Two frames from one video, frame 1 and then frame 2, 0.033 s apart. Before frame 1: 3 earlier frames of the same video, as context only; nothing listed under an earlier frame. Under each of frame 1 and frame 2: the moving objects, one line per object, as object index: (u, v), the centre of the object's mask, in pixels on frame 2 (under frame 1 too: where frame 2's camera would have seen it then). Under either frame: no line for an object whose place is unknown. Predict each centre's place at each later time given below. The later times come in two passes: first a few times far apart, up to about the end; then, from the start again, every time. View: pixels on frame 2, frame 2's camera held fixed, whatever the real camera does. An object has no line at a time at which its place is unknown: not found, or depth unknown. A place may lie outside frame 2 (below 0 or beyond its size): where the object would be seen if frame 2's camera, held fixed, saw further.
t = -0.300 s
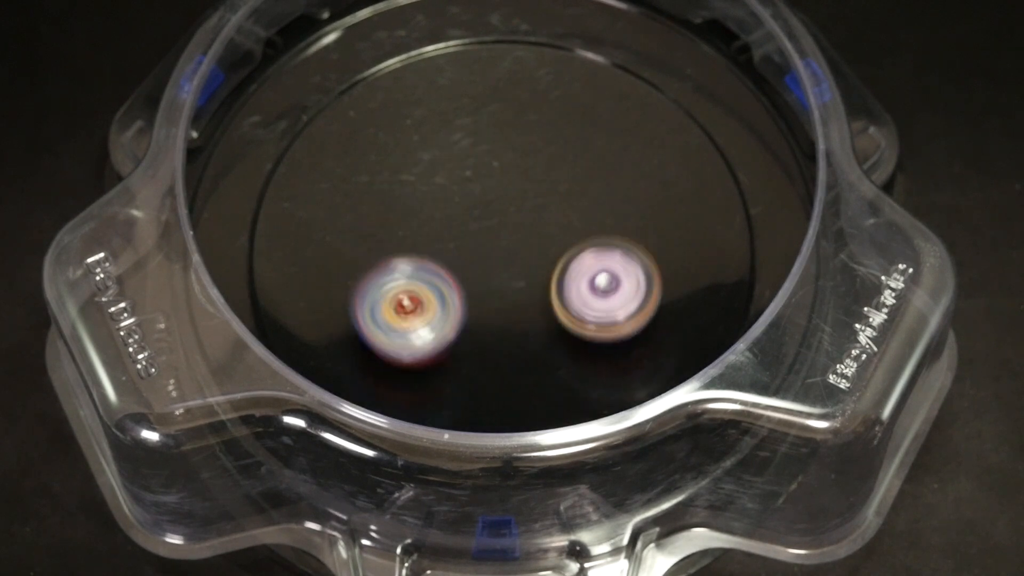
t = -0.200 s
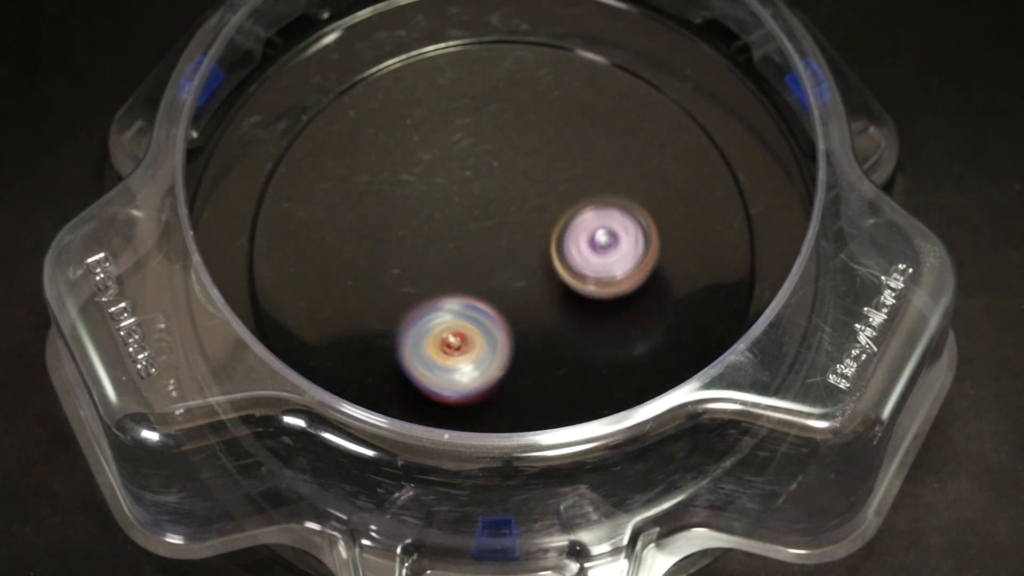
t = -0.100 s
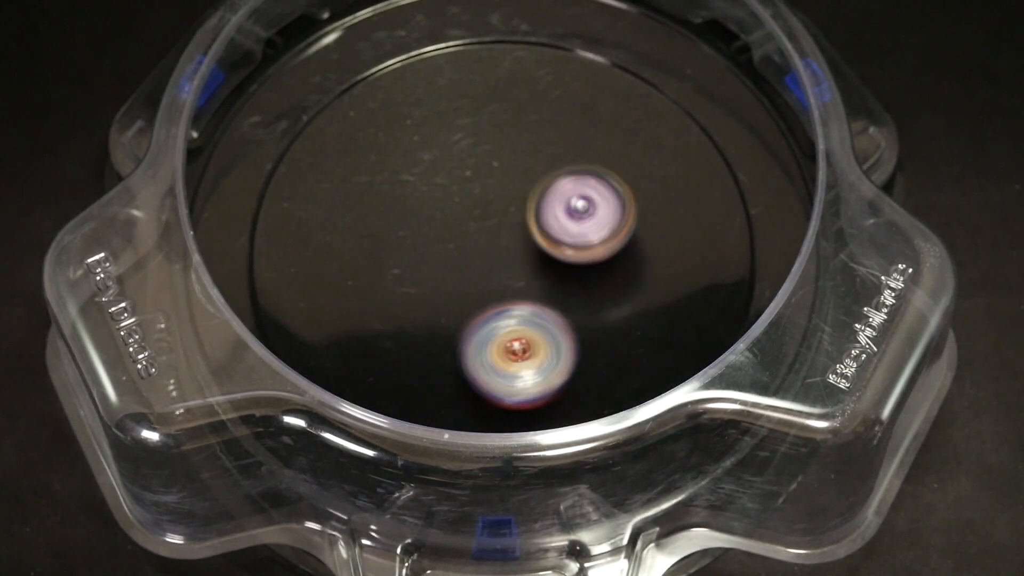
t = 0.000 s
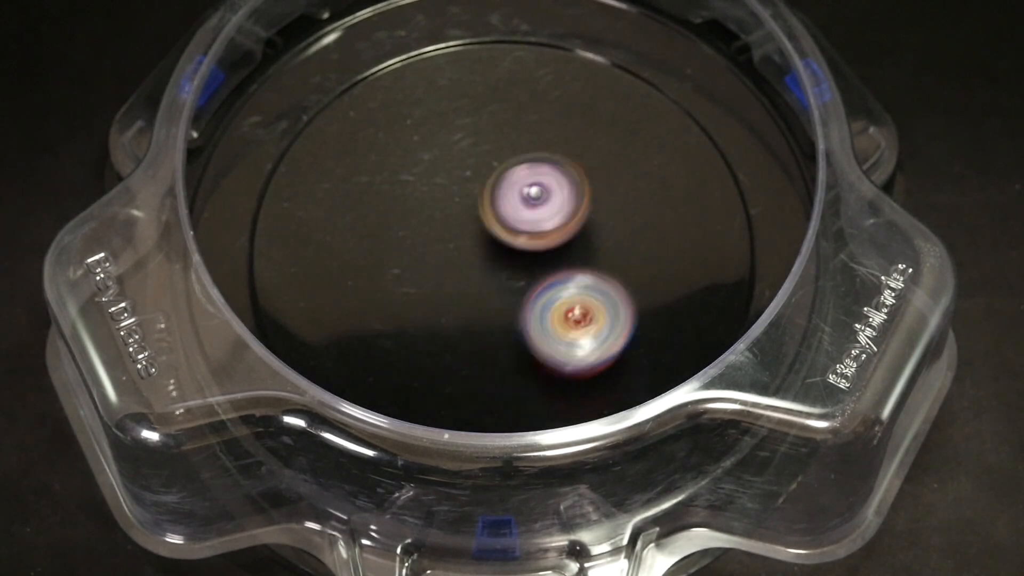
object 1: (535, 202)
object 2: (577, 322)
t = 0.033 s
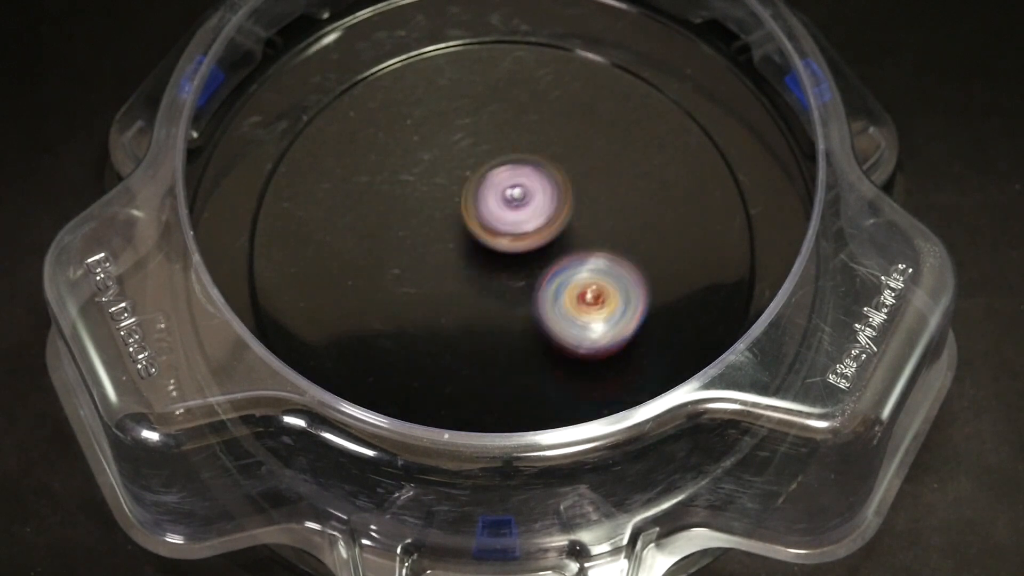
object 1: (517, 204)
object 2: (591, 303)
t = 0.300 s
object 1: (411, 288)
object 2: (546, 154)
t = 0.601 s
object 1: (510, 336)
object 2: (388, 193)
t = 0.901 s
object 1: (578, 224)
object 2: (475, 322)
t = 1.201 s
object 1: (414, 165)
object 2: (611, 221)
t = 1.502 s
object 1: (413, 298)
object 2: (503, 141)
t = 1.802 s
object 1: (610, 283)
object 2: (429, 257)
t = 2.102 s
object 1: (568, 130)
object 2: (559, 319)
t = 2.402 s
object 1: (380, 191)
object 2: (606, 216)
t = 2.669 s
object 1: (493, 370)
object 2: (467, 190)
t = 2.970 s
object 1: (692, 246)
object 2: (425, 295)
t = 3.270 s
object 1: (511, 100)
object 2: (554, 313)
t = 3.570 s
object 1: (337, 272)
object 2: (553, 178)
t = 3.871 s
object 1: (549, 393)
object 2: (420, 182)
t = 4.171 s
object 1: (641, 179)
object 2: (465, 307)
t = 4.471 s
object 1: (403, 111)
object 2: (609, 258)
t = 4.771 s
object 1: (341, 315)
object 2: (555, 160)
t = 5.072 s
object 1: (609, 337)
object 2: (430, 229)
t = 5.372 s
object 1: (607, 136)
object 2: (510, 337)
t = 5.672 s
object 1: (400, 166)
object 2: (609, 253)
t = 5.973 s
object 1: (473, 357)
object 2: (485, 173)
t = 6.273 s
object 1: (633, 263)
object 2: (403, 261)
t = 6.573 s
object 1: (479, 170)
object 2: (531, 313)
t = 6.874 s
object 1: (408, 299)
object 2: (588, 198)
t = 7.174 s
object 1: (558, 316)
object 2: (468, 163)
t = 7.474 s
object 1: (570, 200)
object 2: (449, 286)
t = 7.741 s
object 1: (478, 194)
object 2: (567, 311)
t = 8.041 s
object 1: (468, 279)
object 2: (589, 205)
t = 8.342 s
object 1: (560, 286)
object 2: (454, 196)
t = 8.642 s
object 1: (558, 212)
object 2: (437, 300)
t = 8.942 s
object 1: (457, 230)
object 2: (565, 289)
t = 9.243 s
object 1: (475, 299)
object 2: (559, 184)
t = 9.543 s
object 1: (559, 265)
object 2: (445, 193)
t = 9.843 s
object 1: (516, 192)
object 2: (471, 299)
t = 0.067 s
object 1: (497, 208)
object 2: (601, 282)
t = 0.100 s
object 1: (478, 216)
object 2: (605, 260)
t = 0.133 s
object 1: (459, 225)
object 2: (605, 238)
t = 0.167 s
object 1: (443, 237)
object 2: (600, 216)
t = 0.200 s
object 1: (430, 249)
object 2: (592, 197)
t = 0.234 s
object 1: (420, 263)
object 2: (580, 179)
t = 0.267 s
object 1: (413, 275)
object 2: (564, 165)
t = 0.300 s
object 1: (411, 288)
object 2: (546, 154)
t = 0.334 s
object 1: (412, 299)
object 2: (527, 146)
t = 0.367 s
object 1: (415, 310)
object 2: (505, 142)
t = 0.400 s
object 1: (422, 318)
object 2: (483, 140)
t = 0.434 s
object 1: (432, 325)
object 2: (462, 142)
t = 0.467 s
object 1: (444, 329)
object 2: (443, 147)
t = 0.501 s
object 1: (459, 334)
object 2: (425, 155)
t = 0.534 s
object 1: (474, 336)
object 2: (409, 166)
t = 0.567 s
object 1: (492, 337)
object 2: (397, 178)
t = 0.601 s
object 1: (510, 336)
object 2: (388, 193)
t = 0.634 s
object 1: (529, 332)
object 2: (383, 210)
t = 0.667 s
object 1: (547, 325)
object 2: (381, 227)
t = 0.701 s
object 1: (562, 316)
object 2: (383, 245)
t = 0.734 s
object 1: (574, 304)
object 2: (390, 263)
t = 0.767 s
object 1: (583, 290)
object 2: (401, 280)
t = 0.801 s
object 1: (588, 275)
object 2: (416, 295)
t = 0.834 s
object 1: (588, 259)
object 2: (433, 308)
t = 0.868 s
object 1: (585, 242)
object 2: (454, 318)
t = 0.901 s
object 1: (578, 224)
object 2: (475, 322)
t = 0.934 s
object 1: (566, 208)
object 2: (499, 323)
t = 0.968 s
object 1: (550, 192)
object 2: (521, 320)
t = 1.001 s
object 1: (533, 179)
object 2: (543, 313)
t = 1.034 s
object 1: (513, 169)
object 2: (562, 303)
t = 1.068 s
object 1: (491, 162)
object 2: (579, 289)
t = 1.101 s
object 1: (470, 158)
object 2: (593, 274)
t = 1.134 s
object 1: (450, 157)
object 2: (602, 257)
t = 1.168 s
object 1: (430, 160)
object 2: (608, 239)
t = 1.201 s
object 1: (414, 165)
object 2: (611, 221)
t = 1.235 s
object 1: (401, 173)
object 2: (609, 205)
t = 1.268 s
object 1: (391, 182)
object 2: (603, 190)
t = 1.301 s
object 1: (385, 195)
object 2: (594, 176)
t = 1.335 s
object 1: (382, 209)
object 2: (583, 165)
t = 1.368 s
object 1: (382, 224)
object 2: (569, 155)
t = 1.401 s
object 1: (385, 241)
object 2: (554, 148)
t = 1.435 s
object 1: (392, 260)
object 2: (537, 144)
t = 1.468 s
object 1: (401, 280)
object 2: (520, 141)
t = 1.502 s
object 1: (413, 298)
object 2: (503, 141)
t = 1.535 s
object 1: (430, 313)
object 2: (486, 144)
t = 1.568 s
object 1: (450, 326)
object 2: (469, 150)
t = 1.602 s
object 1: (474, 333)
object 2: (454, 159)
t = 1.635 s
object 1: (498, 336)
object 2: (441, 171)
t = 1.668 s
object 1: (523, 334)
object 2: (432, 187)
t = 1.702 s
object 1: (548, 327)
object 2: (425, 204)
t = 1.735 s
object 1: (572, 316)
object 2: (423, 221)
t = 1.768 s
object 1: (594, 301)
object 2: (424, 239)
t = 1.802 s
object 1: (610, 283)
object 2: (429, 257)
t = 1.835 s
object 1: (624, 262)
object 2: (438, 274)
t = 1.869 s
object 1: (632, 241)
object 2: (448, 290)
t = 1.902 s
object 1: (635, 219)
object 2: (462, 303)
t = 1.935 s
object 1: (633, 199)
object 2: (477, 313)
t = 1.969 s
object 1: (627, 180)
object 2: (493, 320)
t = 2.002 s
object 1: (617, 164)
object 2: (510, 324)
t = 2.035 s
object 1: (603, 150)
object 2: (527, 325)
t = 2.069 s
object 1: (586, 139)
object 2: (543, 323)
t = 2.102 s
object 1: (568, 130)
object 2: (559, 319)
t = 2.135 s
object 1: (548, 124)
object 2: (573, 313)
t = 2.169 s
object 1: (525, 120)
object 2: (585, 305)
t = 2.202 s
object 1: (501, 118)
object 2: (596, 295)
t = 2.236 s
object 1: (477, 120)
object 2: (604, 283)
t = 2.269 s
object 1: (452, 126)
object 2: (611, 271)
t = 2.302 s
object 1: (427, 136)
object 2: (615, 258)
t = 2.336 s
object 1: (407, 151)
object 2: (615, 244)
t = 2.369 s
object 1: (391, 169)
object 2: (613, 230)
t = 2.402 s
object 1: (380, 191)
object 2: (606, 216)
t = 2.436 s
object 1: (374, 216)
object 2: (595, 203)
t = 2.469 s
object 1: (373, 242)
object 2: (581, 193)
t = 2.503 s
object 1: (379, 270)
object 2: (564, 186)
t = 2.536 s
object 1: (392, 297)
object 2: (546, 181)
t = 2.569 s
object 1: (410, 322)
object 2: (526, 179)
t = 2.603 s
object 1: (434, 343)
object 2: (506, 180)
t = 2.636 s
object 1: (462, 360)
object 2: (485, 184)
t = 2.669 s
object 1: (493, 370)
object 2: (467, 190)
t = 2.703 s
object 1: (525, 376)
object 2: (451, 198)
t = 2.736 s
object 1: (557, 374)
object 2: (437, 208)
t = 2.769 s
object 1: (588, 368)
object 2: (427, 219)
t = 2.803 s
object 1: (616, 357)
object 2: (419, 231)
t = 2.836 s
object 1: (642, 341)
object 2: (415, 244)
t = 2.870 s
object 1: (662, 320)
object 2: (414, 258)
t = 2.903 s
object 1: (677, 297)
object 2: (415, 271)
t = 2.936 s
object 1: (687, 272)
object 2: (419, 283)
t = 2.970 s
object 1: (692, 246)
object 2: (425, 295)
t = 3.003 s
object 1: (691, 218)
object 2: (433, 306)
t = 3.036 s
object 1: (683, 192)
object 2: (444, 316)
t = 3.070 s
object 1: (670, 168)
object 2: (457, 324)
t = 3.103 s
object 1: (652, 148)
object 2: (471, 329)
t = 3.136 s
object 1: (630, 131)
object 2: (486, 332)
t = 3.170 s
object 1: (604, 116)
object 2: (503, 333)
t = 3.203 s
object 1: (576, 105)
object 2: (521, 329)
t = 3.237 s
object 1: (545, 99)
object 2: (538, 323)
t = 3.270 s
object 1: (511, 100)
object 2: (554, 313)
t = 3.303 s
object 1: (478, 103)
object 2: (567, 301)
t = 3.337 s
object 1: (447, 112)
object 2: (577, 286)
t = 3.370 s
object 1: (418, 124)
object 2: (583, 270)
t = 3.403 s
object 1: (393, 142)
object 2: (586, 252)
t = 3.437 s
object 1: (371, 163)
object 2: (586, 235)
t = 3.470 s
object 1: (355, 187)
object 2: (582, 218)
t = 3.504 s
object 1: (343, 214)
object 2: (574, 203)
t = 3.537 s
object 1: (338, 242)
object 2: (565, 189)
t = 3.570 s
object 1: (337, 272)
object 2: (553, 178)
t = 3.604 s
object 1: (342, 300)
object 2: (539, 169)
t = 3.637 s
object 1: (353, 328)
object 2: (523, 162)
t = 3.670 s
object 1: (370, 352)
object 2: (507, 158)
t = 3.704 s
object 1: (393, 371)
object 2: (491, 156)
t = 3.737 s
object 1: (421, 386)
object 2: (474, 157)
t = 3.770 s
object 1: (451, 394)
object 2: (459, 159)
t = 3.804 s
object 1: (483, 398)
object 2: (444, 165)
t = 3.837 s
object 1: (516, 398)
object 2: (431, 172)
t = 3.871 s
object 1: (549, 393)
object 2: (420, 182)
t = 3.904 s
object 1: (579, 383)
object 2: (412, 193)
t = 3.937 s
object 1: (607, 369)
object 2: (406, 207)
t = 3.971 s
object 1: (632, 349)
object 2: (405, 222)
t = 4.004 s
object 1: (649, 324)
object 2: (406, 237)
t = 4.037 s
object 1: (661, 295)
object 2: (410, 254)
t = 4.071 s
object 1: (665, 264)
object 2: (419, 270)
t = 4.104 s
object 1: (663, 235)
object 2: (431, 285)
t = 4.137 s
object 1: (656, 205)
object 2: (447, 298)
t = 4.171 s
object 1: (641, 179)
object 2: (465, 307)
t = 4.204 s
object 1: (624, 155)
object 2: (484, 313)
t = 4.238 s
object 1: (602, 134)
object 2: (504, 315)
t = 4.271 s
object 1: (576, 117)
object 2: (524, 314)
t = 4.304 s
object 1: (549, 106)
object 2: (543, 310)
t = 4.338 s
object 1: (519, 98)
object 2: (561, 304)
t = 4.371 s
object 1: (489, 96)
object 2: (577, 294)
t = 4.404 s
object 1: (460, 98)
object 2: (590, 284)
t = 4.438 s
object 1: (430, 102)
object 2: (601, 272)
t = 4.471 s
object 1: (403, 111)
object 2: (609, 258)
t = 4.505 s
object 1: (379, 125)
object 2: (614, 245)
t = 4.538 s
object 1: (359, 140)
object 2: (616, 231)
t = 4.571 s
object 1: (341, 160)
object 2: (615, 217)
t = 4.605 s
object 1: (328, 184)
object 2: (611, 204)
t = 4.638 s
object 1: (319, 207)
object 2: (605, 192)
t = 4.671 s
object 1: (315, 235)
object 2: (596, 182)
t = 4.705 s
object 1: (318, 262)
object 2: (584, 173)
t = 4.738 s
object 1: (326, 290)
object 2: (570, 165)
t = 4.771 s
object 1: (341, 315)
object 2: (555, 160)
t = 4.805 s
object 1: (361, 339)
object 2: (539, 157)
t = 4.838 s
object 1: (388, 359)
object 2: (521, 157)
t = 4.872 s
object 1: (419, 372)
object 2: (503, 159)
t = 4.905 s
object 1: (454, 380)
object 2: (486, 165)
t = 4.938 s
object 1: (487, 382)
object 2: (470, 174)
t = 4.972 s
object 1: (522, 380)
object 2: (456, 185)
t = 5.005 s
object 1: (554, 371)
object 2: (444, 198)
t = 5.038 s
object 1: (583, 357)
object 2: (435, 214)
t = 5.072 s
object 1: (609, 337)
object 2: (430, 229)
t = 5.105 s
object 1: (630, 316)
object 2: (428, 246)
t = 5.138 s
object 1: (644, 292)
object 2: (429, 263)
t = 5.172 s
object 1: (655, 267)
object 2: (434, 279)
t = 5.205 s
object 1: (658, 241)
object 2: (440, 293)
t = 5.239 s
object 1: (658, 215)
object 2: (451, 307)
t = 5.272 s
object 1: (651, 193)
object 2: (463, 318)
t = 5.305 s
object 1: (641, 171)
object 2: (477, 327)
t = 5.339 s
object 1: (625, 152)
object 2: (493, 333)
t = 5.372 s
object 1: (607, 136)
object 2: (510, 337)
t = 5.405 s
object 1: (585, 125)
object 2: (527, 337)
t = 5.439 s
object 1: (562, 114)
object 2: (543, 335)
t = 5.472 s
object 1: (536, 109)
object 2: (560, 330)
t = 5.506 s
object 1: (510, 107)
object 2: (575, 323)
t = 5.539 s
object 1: (485, 110)
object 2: (588, 312)
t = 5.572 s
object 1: (459, 117)
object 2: (598, 300)
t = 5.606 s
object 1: (436, 130)
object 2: (606, 285)
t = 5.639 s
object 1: (415, 146)
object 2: (610, 269)
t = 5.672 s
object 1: (400, 166)
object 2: (609, 253)
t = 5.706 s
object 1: (387, 189)
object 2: (606, 237)
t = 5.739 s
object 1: (381, 215)
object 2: (598, 221)
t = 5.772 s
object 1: (381, 239)
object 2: (587, 208)
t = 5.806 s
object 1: (385, 266)
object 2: (573, 196)
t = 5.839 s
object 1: (394, 290)
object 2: (557, 187)
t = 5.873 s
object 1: (409, 314)
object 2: (541, 180)
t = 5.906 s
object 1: (428, 332)
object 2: (522, 175)
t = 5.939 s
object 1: (449, 347)
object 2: (504, 173)
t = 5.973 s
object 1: (473, 357)
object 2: (485, 173)
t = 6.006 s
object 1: (499, 362)
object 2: (468, 176)
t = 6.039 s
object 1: (524, 362)
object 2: (451, 181)
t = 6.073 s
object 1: (549, 357)
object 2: (437, 187)
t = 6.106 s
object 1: (572, 350)
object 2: (425, 196)
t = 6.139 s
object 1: (592, 336)
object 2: (415, 207)
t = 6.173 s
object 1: (610, 321)
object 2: (408, 219)
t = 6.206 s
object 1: (622, 304)
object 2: (403, 233)
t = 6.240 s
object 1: (629, 284)
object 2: (401, 247)
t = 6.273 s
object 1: (633, 263)
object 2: (403, 261)
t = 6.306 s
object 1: (630, 244)
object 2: (407, 276)
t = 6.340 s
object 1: (623, 224)
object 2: (414, 289)
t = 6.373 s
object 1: (611, 207)
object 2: (425, 302)
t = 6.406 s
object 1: (595, 194)
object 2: (440, 311)
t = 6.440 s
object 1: (575, 182)
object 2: (457, 318)
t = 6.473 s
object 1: (553, 173)
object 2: (475, 321)
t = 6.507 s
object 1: (529, 169)
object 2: (495, 321)
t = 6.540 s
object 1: (504, 167)
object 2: (514, 318)
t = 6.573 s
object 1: (479, 170)
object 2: (531, 313)
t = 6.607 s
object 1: (456, 176)
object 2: (548, 305)
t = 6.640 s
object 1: (436, 185)
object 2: (563, 294)
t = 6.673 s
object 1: (419, 197)
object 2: (574, 282)
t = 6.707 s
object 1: (406, 211)
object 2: (584, 268)
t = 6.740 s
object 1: (397, 226)
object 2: (591, 254)
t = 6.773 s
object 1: (394, 244)
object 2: (595, 240)
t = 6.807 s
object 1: (393, 263)
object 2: (595, 225)
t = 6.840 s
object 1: (399, 282)
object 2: (593, 211)
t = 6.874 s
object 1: (408, 299)
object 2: (588, 198)
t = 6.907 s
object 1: (421, 315)
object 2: (581, 186)
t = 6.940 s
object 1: (437, 327)
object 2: (571, 176)
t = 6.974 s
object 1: (455, 335)
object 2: (559, 167)
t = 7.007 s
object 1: (473, 340)
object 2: (545, 160)
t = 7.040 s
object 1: (492, 340)
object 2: (531, 156)
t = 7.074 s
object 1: (511, 338)
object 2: (515, 153)
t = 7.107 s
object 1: (528, 333)
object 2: (499, 153)
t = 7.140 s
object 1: (544, 326)
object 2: (483, 156)
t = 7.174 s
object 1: (558, 316)
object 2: (468, 163)
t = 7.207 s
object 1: (571, 303)
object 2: (455, 172)
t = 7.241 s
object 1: (581, 290)
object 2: (444, 184)
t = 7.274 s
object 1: (587, 276)
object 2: (436, 197)
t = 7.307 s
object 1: (590, 262)
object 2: (431, 212)
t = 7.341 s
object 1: (591, 247)
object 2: (429, 227)
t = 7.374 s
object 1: (590, 232)
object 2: (430, 243)
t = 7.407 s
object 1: (586, 220)
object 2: (433, 258)
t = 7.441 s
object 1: (580, 209)
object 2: (440, 273)
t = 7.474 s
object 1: (570, 200)
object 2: (449, 286)
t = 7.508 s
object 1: (561, 193)
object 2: (460, 297)
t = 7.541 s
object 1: (550, 188)
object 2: (473, 307)
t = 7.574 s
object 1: (539, 186)
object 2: (488, 313)
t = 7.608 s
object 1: (526, 185)
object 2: (504, 318)
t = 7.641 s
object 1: (514, 186)
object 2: (520, 320)
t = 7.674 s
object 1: (501, 187)
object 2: (536, 319)
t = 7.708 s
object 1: (489, 189)
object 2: (552, 317)
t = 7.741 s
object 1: (478, 194)
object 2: (567, 311)
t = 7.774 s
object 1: (468, 200)
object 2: (581, 303)
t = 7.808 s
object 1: (459, 207)
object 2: (591, 294)
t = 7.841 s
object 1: (453, 216)
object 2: (601, 282)
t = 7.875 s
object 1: (450, 226)
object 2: (606, 269)
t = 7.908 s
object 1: (449, 237)
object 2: (609, 255)
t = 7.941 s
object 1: (451, 249)
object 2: (609, 241)
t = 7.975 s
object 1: (454, 259)
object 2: (605, 228)
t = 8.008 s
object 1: (460, 271)
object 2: (599, 215)
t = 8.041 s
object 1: (468, 279)
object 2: (589, 205)
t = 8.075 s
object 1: (478, 287)
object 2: (577, 195)
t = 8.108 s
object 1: (489, 293)
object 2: (563, 188)
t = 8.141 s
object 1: (500, 298)
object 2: (547, 183)
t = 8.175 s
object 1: (511, 300)
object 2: (531, 180)
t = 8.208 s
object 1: (522, 300)
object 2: (515, 179)
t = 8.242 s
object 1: (533, 299)
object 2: (498, 180)
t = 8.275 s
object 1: (542, 296)
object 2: (482, 183)
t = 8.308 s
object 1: (552, 292)
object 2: (468, 188)
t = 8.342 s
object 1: (560, 286)
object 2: (454, 196)
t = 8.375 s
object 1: (566, 280)
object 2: (443, 204)
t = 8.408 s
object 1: (571, 272)
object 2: (434, 215)
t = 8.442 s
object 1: (575, 264)
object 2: (427, 226)
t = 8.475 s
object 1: (577, 255)
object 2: (422, 237)
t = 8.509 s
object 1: (578, 246)
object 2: (420, 250)
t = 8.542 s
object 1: (576, 237)
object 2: (420, 263)
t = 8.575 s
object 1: (572, 227)
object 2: (422, 276)
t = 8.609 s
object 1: (566, 219)
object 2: (428, 288)
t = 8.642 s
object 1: (558, 212)
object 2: (437, 300)
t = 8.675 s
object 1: (547, 206)
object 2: (448, 309)
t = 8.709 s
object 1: (536, 204)
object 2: (462, 315)
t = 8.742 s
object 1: (523, 202)
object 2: (477, 319)
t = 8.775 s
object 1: (511, 203)
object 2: (494, 320)
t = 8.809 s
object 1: (497, 205)
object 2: (510, 319)
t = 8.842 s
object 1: (485, 210)
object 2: (526, 315)
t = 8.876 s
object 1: (474, 215)
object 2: (541, 308)
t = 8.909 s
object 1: (465, 222)
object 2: (553, 300)
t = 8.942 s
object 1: (457, 230)
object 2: (565, 289)
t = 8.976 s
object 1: (451, 239)
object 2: (574, 278)
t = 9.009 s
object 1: (448, 248)
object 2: (580, 265)
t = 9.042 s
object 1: (446, 256)
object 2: (584, 252)
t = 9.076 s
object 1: (447, 266)
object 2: (586, 239)
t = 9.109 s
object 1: (449, 273)
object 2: (585, 226)
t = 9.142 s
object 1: (453, 282)
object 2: (582, 214)
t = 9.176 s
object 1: (459, 288)
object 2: (576, 203)
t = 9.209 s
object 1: (467, 295)
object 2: (568, 193)
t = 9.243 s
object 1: (475, 299)
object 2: (559, 184)
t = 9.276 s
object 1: (486, 303)
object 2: (547, 177)
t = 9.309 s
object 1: (496, 305)
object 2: (535, 172)
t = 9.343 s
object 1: (508, 304)
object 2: (522, 168)
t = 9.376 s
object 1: (519, 303)
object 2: (508, 166)
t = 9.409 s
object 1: (530, 298)
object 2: (494, 167)
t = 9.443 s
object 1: (540, 292)
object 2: (479, 170)
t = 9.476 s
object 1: (548, 284)
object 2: (467, 175)
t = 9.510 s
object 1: (555, 275)
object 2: (455, 183)
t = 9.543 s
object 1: (559, 265)
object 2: (445, 193)
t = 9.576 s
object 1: (561, 254)
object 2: (438, 204)
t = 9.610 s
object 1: (561, 243)
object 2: (433, 216)
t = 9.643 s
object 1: (560, 231)
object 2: (431, 230)
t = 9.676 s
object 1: (555, 222)
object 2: (432, 244)
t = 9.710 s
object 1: (550, 212)
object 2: (435, 256)
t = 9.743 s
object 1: (542, 205)
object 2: (441, 270)
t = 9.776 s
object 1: (534, 199)
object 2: (449, 281)
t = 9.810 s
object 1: (526, 195)
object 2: (459, 291)
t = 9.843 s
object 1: (516, 192)
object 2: (471, 299)
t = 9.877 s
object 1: (506, 192)
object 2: (484, 305)
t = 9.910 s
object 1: (496, 193)
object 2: (498, 309)
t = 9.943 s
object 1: (486, 195)
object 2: (512, 311)
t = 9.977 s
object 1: (476, 198)
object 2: (526, 311)
